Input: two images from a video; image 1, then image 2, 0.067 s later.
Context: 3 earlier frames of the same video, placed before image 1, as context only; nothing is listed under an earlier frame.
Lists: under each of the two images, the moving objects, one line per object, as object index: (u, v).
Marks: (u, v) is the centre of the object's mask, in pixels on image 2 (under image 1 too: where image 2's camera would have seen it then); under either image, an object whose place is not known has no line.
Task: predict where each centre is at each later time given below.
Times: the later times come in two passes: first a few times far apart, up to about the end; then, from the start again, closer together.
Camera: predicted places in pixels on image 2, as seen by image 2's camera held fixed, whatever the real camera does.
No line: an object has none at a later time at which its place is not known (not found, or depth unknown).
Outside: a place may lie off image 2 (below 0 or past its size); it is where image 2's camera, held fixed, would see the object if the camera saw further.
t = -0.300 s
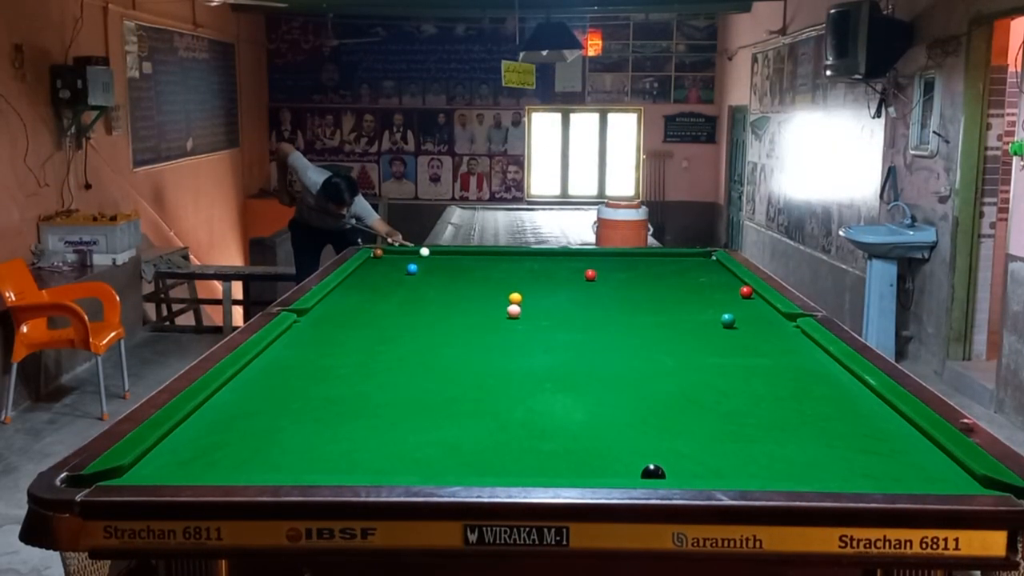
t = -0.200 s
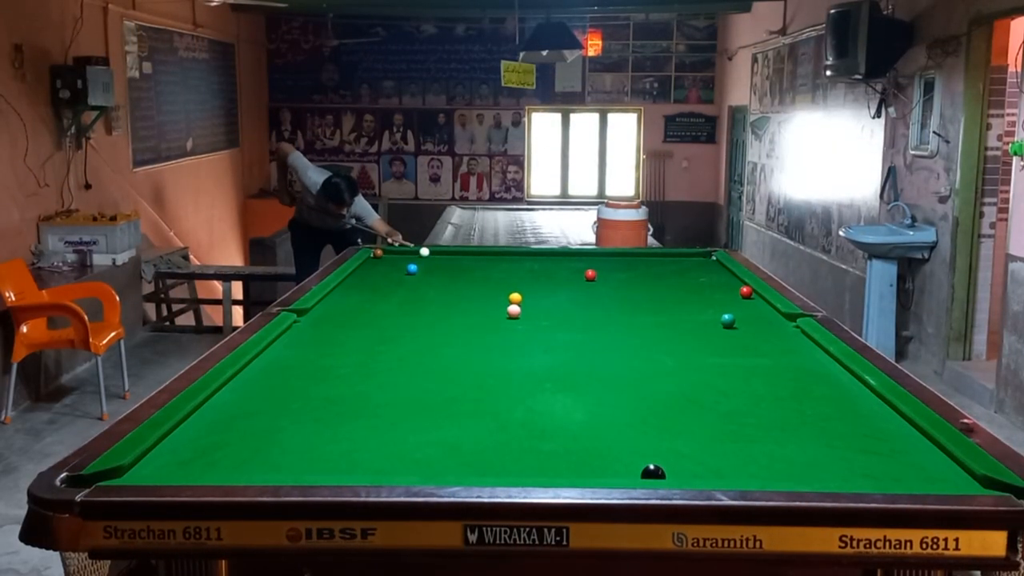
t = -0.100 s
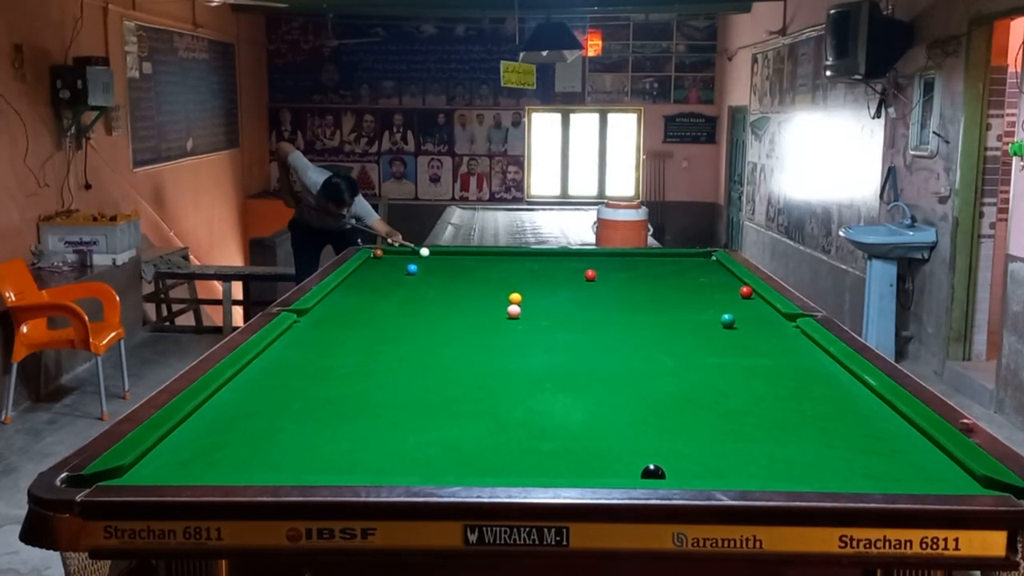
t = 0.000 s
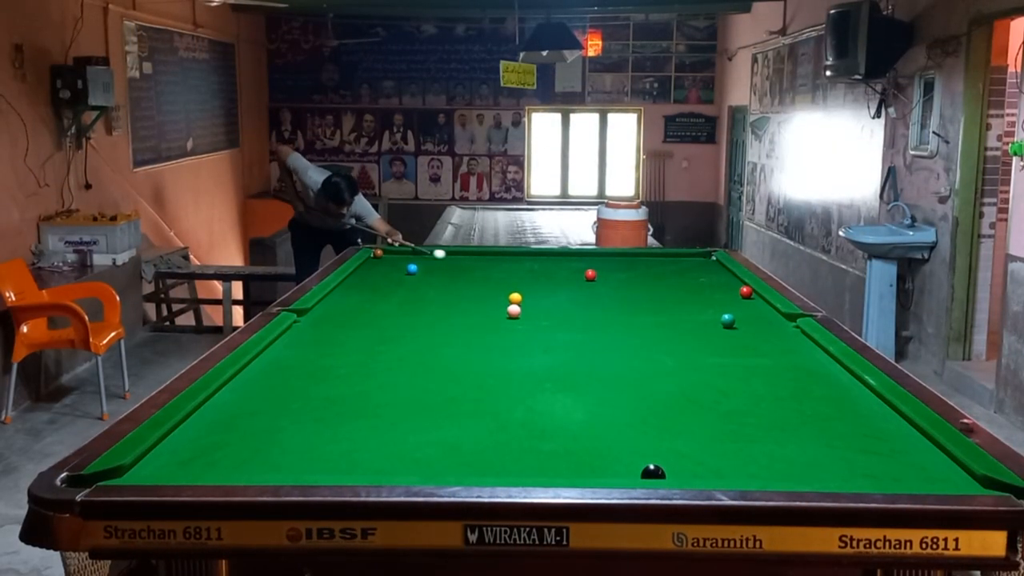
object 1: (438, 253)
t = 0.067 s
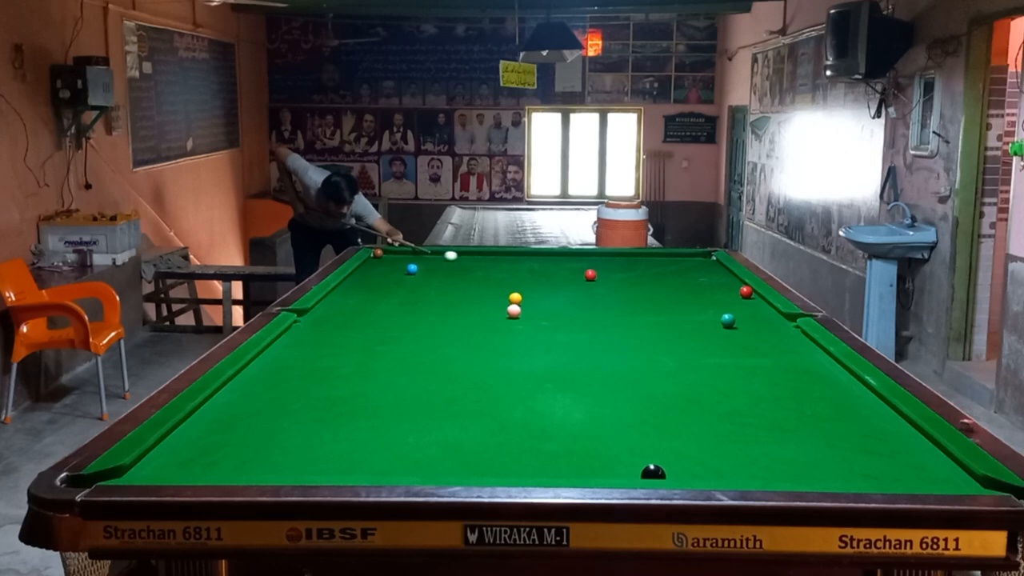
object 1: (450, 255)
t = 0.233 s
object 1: (480, 260)
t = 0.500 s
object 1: (530, 268)
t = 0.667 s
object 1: (563, 273)
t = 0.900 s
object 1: (612, 281)
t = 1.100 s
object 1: (656, 287)
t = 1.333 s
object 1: (710, 296)
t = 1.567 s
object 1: (766, 305)
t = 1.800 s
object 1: (738, 310)
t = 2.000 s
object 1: (714, 315)
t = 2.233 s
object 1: (686, 321)
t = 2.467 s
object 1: (657, 327)
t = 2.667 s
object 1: (632, 332)
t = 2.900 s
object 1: (602, 339)
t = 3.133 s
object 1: (572, 345)
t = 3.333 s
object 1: (545, 351)
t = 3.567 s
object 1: (513, 358)
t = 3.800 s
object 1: (481, 364)
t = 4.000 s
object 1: (454, 370)
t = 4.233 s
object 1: (422, 375)
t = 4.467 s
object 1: (390, 382)
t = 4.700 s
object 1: (359, 388)
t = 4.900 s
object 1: (333, 394)
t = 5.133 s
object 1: (303, 400)
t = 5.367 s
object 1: (275, 406)
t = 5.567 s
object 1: (251, 410)
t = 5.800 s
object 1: (224, 416)
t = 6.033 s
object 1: (199, 421)
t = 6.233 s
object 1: (189, 425)
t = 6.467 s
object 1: (196, 428)
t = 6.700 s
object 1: (203, 431)
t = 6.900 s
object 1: (207, 432)
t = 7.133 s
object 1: (211, 434)
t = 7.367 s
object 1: (214, 434)
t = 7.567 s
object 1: (213, 434)
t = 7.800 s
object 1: (213, 435)
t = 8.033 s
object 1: (213, 435)
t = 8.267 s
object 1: (213, 435)
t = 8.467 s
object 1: (213, 435)
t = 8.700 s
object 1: (213, 435)
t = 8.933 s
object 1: (213, 435)
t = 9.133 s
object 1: (213, 435)
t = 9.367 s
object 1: (213, 435)
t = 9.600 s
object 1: (213, 435)
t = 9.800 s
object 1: (213, 435)
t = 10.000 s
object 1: (213, 435)
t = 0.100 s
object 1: (456, 256)
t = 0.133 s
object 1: (462, 257)
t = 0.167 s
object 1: (468, 258)
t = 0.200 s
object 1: (474, 259)
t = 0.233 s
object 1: (480, 260)
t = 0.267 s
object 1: (486, 261)
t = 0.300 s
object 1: (492, 262)
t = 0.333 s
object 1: (499, 263)
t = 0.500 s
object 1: (530, 268)
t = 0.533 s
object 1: (536, 269)
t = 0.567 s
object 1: (543, 270)
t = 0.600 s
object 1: (550, 271)
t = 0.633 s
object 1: (556, 272)
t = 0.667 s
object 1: (563, 273)
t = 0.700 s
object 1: (570, 274)
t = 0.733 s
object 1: (576, 275)
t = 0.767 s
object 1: (583, 276)
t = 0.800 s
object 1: (590, 277)
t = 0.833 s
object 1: (597, 279)
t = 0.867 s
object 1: (604, 279)
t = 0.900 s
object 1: (612, 281)
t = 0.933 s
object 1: (619, 282)
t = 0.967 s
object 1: (626, 283)
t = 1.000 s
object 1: (633, 284)
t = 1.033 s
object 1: (641, 285)
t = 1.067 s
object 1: (648, 286)
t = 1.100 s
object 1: (656, 287)
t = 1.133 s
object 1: (663, 289)
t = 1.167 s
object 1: (671, 290)
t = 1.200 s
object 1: (678, 291)
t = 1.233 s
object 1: (686, 292)
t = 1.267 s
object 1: (694, 293)
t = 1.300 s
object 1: (702, 295)
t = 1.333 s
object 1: (710, 296)
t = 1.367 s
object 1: (718, 297)
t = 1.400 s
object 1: (726, 299)
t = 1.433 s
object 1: (734, 300)
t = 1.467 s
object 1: (743, 301)
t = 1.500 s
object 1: (752, 302)
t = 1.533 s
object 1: (759, 303)
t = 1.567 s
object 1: (766, 305)
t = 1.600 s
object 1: (762, 305)
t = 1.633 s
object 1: (758, 306)
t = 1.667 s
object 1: (754, 307)
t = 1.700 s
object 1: (750, 308)
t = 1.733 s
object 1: (746, 308)
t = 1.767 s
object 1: (742, 310)
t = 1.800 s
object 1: (738, 310)
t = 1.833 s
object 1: (735, 310)
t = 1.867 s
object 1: (731, 310)
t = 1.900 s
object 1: (726, 310)
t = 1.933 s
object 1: (722, 312)
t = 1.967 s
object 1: (718, 314)
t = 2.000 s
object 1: (714, 315)
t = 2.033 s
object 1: (711, 316)
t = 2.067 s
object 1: (707, 317)
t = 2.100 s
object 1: (702, 317)
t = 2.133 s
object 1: (698, 318)
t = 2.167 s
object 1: (694, 319)
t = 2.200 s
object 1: (690, 320)
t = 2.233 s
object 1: (686, 321)
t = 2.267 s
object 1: (682, 322)
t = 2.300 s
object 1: (678, 322)
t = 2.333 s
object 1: (674, 323)
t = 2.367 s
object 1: (669, 324)
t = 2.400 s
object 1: (665, 325)
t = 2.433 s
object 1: (661, 326)
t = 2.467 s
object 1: (657, 327)
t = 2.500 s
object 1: (653, 327)
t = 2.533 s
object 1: (649, 328)
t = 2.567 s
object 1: (645, 329)
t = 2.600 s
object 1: (640, 330)
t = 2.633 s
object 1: (636, 331)
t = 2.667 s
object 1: (632, 332)
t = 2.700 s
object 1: (628, 333)
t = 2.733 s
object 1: (623, 334)
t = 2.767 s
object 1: (619, 335)
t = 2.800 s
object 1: (615, 336)
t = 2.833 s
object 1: (611, 336)
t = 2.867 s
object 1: (606, 337)
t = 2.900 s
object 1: (602, 339)
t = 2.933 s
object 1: (598, 339)
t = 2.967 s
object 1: (593, 341)
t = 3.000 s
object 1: (589, 341)
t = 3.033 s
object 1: (585, 342)
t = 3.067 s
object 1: (580, 343)
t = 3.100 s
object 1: (576, 344)
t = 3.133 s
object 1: (572, 345)
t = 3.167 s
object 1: (567, 346)
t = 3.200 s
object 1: (563, 347)
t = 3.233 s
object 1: (559, 348)
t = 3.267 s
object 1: (554, 349)
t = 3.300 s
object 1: (549, 350)
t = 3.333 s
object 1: (545, 351)
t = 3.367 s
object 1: (540, 352)
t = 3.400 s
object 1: (536, 353)
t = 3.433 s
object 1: (532, 354)
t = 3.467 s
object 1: (527, 355)
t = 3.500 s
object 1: (522, 356)
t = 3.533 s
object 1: (518, 357)
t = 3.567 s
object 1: (513, 358)
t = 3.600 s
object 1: (508, 358)
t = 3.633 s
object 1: (504, 360)
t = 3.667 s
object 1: (499, 360)
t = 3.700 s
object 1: (495, 361)
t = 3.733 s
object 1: (490, 362)
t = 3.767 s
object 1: (486, 363)
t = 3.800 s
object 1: (481, 364)
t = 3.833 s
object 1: (476, 365)
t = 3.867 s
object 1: (472, 366)
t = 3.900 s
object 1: (467, 367)
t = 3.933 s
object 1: (463, 368)
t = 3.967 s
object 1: (458, 369)
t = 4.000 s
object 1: (454, 370)
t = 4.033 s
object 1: (449, 371)
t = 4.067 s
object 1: (444, 372)
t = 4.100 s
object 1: (440, 372)
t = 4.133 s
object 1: (435, 373)
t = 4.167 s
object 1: (431, 374)
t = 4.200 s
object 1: (426, 375)
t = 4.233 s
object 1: (422, 375)
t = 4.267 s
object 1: (417, 377)
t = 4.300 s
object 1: (413, 378)
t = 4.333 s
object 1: (408, 379)
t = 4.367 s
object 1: (404, 380)
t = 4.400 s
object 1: (399, 380)
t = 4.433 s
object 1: (394, 381)
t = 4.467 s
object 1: (390, 382)
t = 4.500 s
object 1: (386, 383)
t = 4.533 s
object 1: (381, 384)
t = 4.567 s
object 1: (377, 385)
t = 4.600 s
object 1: (372, 386)
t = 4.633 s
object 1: (368, 387)
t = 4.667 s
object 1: (363, 388)
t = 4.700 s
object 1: (359, 388)
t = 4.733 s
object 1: (354, 389)
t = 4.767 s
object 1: (350, 390)
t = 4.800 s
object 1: (346, 391)
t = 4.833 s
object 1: (341, 392)
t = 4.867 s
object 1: (337, 393)
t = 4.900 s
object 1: (333, 394)
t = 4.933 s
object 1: (329, 395)
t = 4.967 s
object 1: (324, 395)
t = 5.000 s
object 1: (320, 396)
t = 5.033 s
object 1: (316, 397)
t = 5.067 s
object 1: (312, 398)
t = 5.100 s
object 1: (308, 399)
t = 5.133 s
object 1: (303, 400)
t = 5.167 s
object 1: (299, 400)
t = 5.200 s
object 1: (295, 401)
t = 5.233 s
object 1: (291, 402)
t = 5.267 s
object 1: (287, 403)
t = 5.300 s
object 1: (283, 404)
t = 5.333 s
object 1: (279, 405)
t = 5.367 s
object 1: (275, 406)
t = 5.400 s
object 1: (271, 406)
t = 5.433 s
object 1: (267, 407)
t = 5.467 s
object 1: (263, 408)
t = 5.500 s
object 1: (259, 409)
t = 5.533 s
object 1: (255, 410)
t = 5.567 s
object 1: (251, 410)
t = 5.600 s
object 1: (247, 411)
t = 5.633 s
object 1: (243, 412)
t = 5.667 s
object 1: (239, 413)
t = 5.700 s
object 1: (236, 414)
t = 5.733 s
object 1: (232, 414)
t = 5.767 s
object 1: (228, 415)
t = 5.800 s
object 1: (224, 416)
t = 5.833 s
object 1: (221, 417)
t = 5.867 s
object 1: (217, 418)
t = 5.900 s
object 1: (213, 418)
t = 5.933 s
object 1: (210, 419)
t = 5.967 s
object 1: (206, 419)
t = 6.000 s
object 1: (202, 420)
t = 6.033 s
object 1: (199, 421)
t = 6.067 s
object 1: (195, 422)
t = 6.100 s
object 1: (192, 423)
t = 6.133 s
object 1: (189, 423)
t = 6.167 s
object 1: (187, 424)
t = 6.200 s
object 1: (188, 425)
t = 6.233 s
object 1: (189, 425)
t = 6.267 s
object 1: (190, 425)
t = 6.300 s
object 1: (191, 426)
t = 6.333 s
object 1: (192, 426)
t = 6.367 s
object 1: (193, 427)
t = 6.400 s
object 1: (195, 427)
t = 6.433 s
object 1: (195, 428)
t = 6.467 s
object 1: (196, 428)
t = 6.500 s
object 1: (197, 428)
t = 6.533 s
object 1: (198, 429)
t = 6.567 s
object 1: (199, 429)
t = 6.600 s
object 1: (200, 429)
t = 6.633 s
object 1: (201, 430)
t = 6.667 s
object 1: (202, 430)
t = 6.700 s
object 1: (203, 431)
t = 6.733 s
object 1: (203, 431)
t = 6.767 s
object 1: (204, 431)
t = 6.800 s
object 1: (205, 432)
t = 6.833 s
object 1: (206, 432)
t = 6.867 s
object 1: (206, 432)
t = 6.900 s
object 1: (207, 432)
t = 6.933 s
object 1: (208, 432)
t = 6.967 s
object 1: (208, 433)
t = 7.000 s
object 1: (209, 433)
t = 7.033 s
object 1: (210, 433)
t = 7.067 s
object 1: (210, 433)
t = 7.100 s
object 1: (211, 433)
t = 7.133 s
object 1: (211, 434)
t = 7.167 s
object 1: (212, 434)
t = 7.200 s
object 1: (212, 434)
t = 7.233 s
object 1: (212, 434)
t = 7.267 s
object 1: (213, 434)
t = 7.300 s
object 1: (213, 434)
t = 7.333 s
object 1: (213, 434)
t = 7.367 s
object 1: (214, 434)
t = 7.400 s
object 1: (214, 434)
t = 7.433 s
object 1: (214, 435)
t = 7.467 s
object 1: (214, 434)
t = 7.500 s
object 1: (214, 435)
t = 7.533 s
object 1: (214, 434)
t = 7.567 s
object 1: (213, 434)
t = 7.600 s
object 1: (213, 435)
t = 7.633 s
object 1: (213, 434)
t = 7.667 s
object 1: (213, 434)
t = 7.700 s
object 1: (213, 434)
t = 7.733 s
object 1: (213, 434)
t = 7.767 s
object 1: (213, 435)
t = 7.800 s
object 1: (213, 435)
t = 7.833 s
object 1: (213, 435)
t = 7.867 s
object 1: (213, 435)
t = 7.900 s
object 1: (213, 435)
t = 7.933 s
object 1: (213, 435)
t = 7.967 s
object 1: (213, 435)
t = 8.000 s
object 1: (213, 435)
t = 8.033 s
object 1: (213, 435)
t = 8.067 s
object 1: (213, 435)
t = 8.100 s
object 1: (213, 435)
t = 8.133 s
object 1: (213, 435)
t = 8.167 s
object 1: (213, 435)
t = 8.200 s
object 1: (213, 435)
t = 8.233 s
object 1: (213, 435)
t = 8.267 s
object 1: (213, 435)
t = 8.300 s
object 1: (213, 435)
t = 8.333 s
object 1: (213, 435)
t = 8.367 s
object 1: (213, 435)
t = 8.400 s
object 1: (213, 435)
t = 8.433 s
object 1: (213, 435)
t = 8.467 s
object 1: (213, 435)
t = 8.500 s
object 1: (213, 435)
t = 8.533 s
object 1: (213, 435)
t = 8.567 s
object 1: (213, 435)
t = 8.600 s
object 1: (213, 435)
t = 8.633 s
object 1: (213, 435)
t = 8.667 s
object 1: (213, 435)
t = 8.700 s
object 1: (213, 435)
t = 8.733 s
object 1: (213, 435)
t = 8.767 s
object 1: (213, 435)
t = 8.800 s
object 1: (213, 435)
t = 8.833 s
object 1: (213, 435)
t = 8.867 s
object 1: (213, 435)
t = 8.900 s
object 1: (213, 435)
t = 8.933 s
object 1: (213, 435)
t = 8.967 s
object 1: (213, 435)
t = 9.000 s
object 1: (213, 435)
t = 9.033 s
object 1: (213, 435)
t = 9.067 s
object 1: (213, 435)
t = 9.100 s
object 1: (213, 435)
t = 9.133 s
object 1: (213, 435)
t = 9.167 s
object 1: (213, 435)
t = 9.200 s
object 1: (213, 435)
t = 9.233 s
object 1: (213, 435)
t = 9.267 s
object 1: (213, 435)
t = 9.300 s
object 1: (213, 435)
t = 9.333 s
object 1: (213, 435)
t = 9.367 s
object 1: (213, 435)
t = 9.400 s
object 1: (213, 435)
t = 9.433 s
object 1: (213, 435)
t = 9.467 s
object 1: (213, 435)
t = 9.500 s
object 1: (213, 435)
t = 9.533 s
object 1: (213, 435)
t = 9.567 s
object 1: (213, 435)
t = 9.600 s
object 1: (213, 435)
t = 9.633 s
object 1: (213, 435)
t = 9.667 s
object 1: (213, 435)
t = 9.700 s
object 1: (213, 435)
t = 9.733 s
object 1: (213, 435)
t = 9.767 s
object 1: (213, 435)
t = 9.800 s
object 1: (213, 435)
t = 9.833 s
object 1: (213, 435)
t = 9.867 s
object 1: (213, 435)
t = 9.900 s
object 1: (213, 435)
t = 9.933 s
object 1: (213, 435)
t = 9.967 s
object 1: (213, 435)
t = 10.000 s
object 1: (213, 435)
